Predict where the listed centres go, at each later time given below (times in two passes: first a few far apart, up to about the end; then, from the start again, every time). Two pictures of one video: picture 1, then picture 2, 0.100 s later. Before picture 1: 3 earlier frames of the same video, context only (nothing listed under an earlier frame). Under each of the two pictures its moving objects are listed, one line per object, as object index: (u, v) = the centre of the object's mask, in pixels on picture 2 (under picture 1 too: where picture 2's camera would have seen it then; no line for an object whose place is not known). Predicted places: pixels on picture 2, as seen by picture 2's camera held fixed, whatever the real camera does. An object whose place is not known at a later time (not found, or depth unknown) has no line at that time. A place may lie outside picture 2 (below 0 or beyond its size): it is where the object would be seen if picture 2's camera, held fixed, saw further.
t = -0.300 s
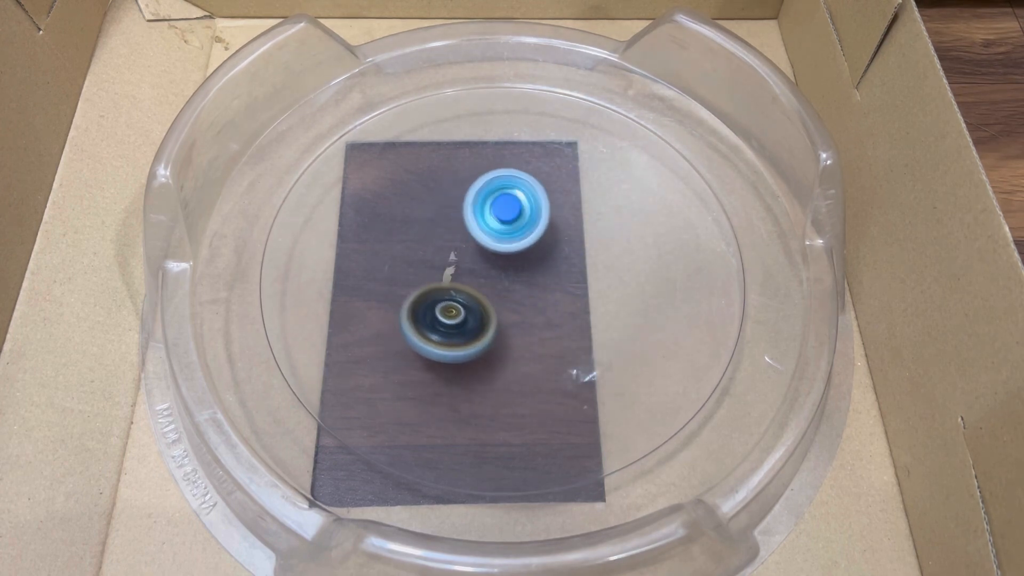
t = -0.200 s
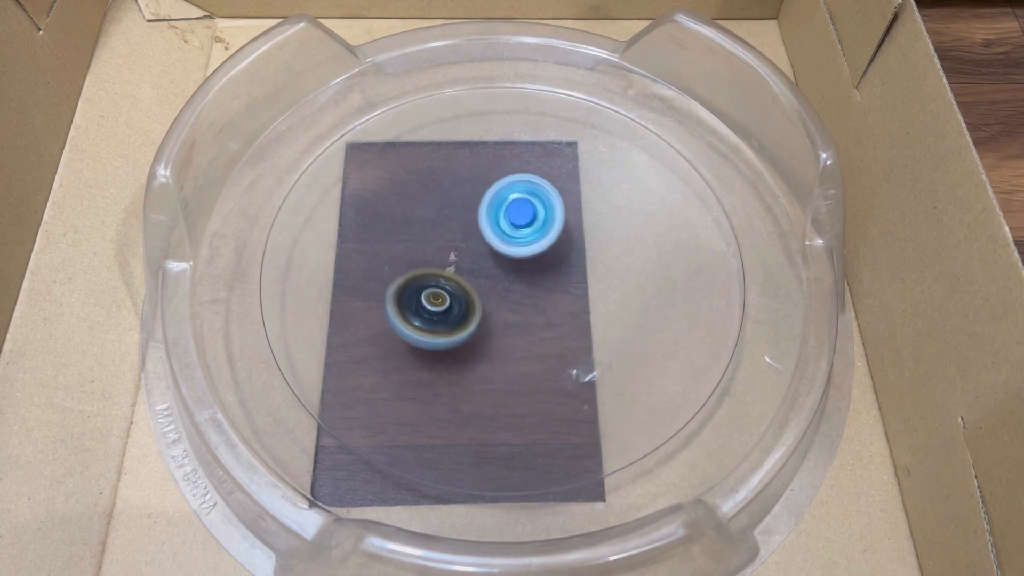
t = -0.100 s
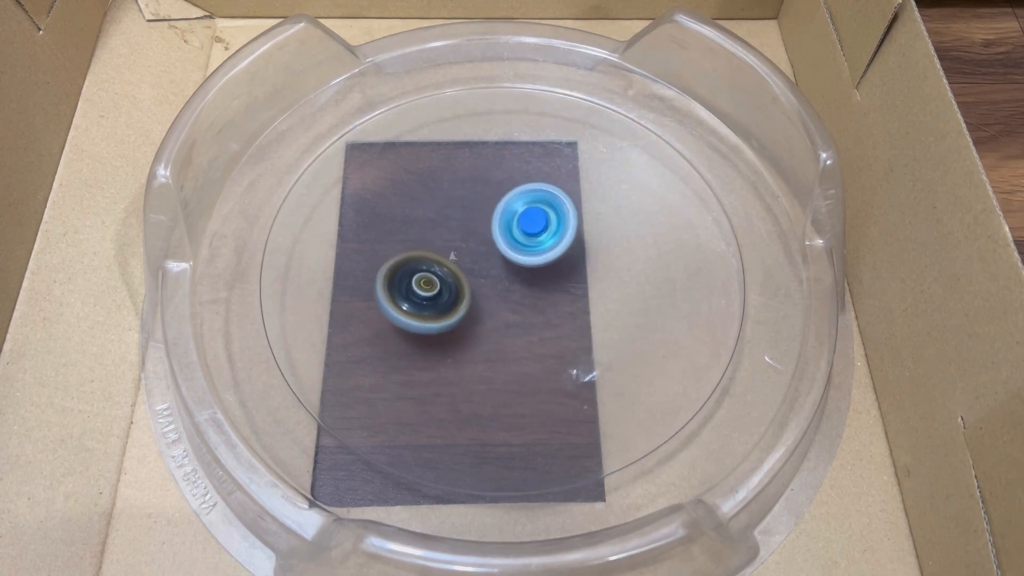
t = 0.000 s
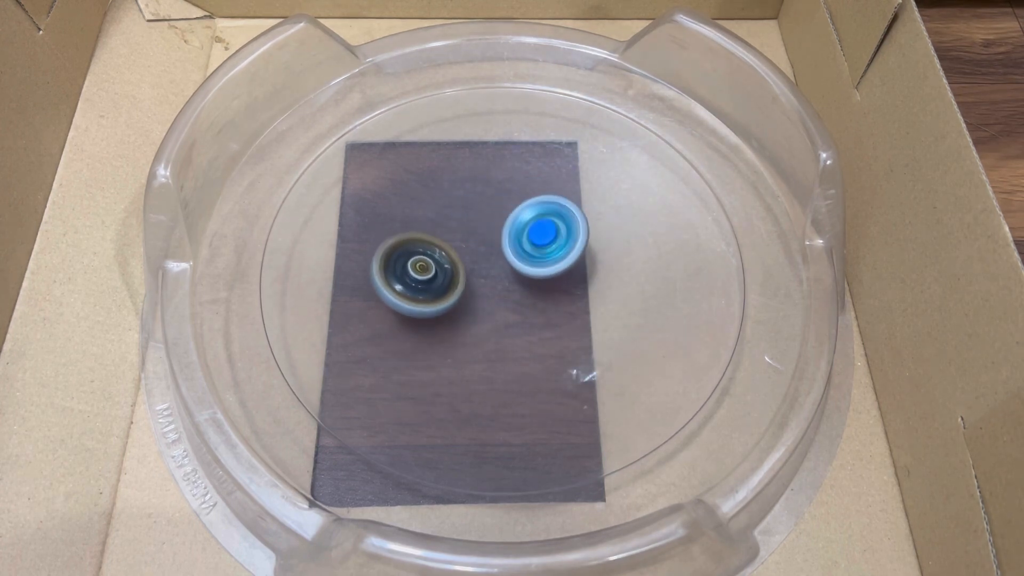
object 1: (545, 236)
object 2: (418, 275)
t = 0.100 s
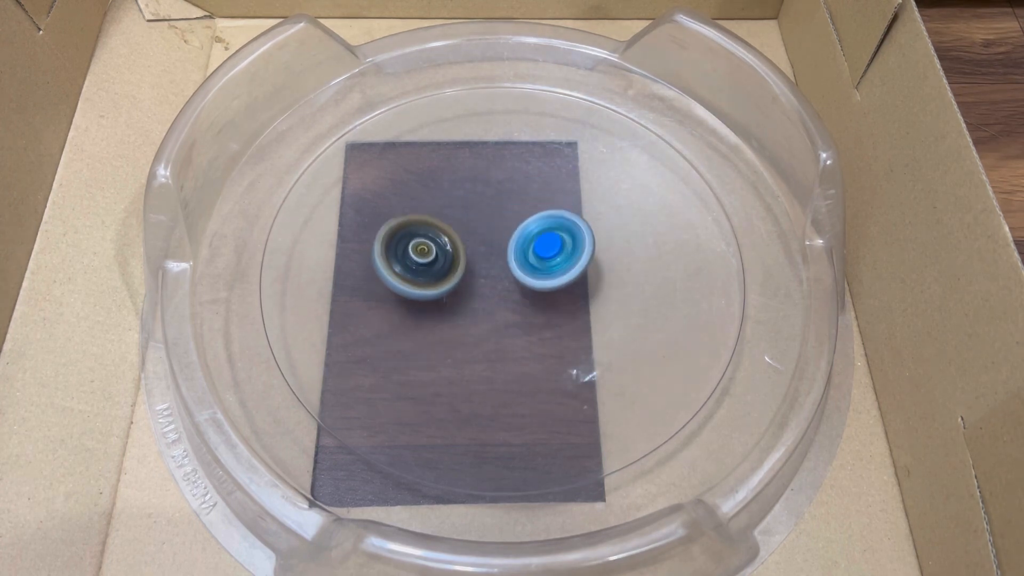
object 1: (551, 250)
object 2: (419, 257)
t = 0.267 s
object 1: (549, 273)
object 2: (433, 229)
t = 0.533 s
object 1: (521, 299)
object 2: (477, 197)
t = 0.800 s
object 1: (482, 294)
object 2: (533, 191)
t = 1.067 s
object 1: (465, 262)
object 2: (581, 211)
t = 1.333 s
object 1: (482, 232)
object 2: (604, 254)
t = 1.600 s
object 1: (520, 222)
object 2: (589, 300)
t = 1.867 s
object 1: (554, 238)
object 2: (540, 331)
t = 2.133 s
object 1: (558, 269)
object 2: (479, 329)
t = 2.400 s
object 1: (529, 292)
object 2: (434, 296)
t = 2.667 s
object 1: (513, 288)
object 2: (428, 252)
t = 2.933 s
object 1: (497, 260)
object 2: (459, 206)
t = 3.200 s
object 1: (503, 244)
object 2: (520, 184)
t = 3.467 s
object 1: (524, 237)
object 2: (578, 196)
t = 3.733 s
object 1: (538, 249)
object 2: (613, 236)
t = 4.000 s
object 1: (532, 268)
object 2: (606, 285)
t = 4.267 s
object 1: (498, 270)
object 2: (563, 323)
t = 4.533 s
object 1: (477, 260)
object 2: (498, 329)
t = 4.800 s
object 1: (479, 241)
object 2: (442, 301)
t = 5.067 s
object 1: (501, 232)
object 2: (425, 253)
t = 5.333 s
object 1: (527, 240)
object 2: (452, 212)
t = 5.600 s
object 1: (537, 261)
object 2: (507, 197)
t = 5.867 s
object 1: (525, 278)
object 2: (564, 214)
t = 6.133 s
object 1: (501, 278)
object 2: (592, 259)
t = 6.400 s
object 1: (487, 260)
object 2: (579, 305)
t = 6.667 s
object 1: (495, 241)
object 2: (528, 327)
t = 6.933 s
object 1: (517, 234)
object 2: (471, 313)
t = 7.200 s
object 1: (535, 244)
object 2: (440, 271)
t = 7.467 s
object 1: (533, 263)
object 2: (452, 227)
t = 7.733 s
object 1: (513, 273)
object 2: (497, 201)
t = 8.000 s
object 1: (491, 266)
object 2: (549, 210)
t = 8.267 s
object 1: (487, 249)
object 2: (581, 244)
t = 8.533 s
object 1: (502, 237)
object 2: (578, 291)
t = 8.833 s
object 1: (527, 242)
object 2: (526, 322)
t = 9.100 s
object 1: (533, 259)
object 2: (470, 312)
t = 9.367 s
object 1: (519, 273)
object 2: (438, 271)
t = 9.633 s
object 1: (498, 270)
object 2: (452, 221)
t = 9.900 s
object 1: (490, 254)
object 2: (507, 196)
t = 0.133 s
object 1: (551, 254)
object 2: (421, 251)
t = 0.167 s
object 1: (552, 259)
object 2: (423, 245)
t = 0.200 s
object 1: (551, 264)
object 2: (426, 239)
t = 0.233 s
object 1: (551, 268)
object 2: (429, 233)
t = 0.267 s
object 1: (549, 273)
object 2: (433, 229)
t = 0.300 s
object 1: (548, 278)
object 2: (438, 224)
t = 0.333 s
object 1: (545, 282)
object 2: (442, 219)
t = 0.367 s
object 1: (543, 286)
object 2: (447, 214)
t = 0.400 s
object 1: (539, 290)
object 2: (453, 210)
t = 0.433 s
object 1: (535, 292)
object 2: (459, 206)
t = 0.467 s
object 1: (531, 295)
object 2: (465, 203)
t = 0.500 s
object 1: (526, 297)
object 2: (471, 200)
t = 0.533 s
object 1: (521, 299)
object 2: (477, 197)
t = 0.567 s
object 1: (516, 300)
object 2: (484, 195)
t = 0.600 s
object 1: (511, 301)
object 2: (491, 193)
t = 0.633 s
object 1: (506, 301)
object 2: (499, 191)
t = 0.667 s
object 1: (500, 301)
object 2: (506, 190)
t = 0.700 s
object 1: (496, 300)
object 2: (513, 190)
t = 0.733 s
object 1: (490, 298)
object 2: (519, 190)
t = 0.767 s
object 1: (486, 296)
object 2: (526, 190)
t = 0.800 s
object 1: (482, 294)
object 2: (533, 191)
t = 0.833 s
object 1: (478, 291)
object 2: (540, 192)
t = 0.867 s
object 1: (474, 287)
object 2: (547, 194)
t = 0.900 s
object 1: (471, 284)
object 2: (553, 195)
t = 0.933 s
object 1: (469, 280)
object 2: (559, 197)
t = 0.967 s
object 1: (467, 275)
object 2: (565, 200)
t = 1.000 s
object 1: (466, 271)
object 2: (571, 203)
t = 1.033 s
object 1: (465, 267)
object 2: (576, 207)
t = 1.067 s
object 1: (465, 262)
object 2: (581, 211)
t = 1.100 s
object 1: (465, 258)
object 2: (586, 215)
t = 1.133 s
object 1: (466, 254)
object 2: (590, 220)
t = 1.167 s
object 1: (467, 249)
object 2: (594, 225)
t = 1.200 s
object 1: (469, 246)
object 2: (597, 231)
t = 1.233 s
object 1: (472, 242)
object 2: (599, 236)
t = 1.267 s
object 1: (475, 238)
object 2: (601, 242)
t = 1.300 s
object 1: (478, 235)
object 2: (603, 248)
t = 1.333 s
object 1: (482, 232)
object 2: (604, 254)
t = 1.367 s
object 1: (486, 229)
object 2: (604, 259)
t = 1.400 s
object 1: (491, 227)
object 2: (604, 265)
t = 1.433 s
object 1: (495, 225)
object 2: (603, 271)
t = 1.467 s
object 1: (500, 223)
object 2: (601, 277)
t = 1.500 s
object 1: (505, 222)
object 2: (599, 283)
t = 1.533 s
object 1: (510, 222)
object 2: (596, 289)
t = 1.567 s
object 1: (515, 222)
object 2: (593, 295)
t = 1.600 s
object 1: (520, 222)
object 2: (589, 300)
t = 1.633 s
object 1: (525, 222)
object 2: (584, 306)
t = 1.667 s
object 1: (530, 224)
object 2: (579, 311)
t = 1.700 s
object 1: (535, 225)
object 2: (574, 315)
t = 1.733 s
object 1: (539, 227)
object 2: (568, 319)
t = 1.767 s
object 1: (543, 229)
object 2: (561, 323)
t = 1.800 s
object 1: (547, 232)
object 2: (554, 326)
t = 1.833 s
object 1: (550, 235)
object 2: (547, 329)
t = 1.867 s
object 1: (554, 238)
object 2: (540, 331)
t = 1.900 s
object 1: (556, 242)
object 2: (532, 332)
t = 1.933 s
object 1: (558, 245)
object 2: (525, 333)
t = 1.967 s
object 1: (559, 249)
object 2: (517, 334)
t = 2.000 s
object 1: (560, 253)
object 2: (509, 334)
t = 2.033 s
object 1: (561, 257)
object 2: (501, 333)
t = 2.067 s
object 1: (560, 261)
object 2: (494, 332)
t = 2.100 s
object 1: (560, 265)
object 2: (486, 330)
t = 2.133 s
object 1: (558, 269)
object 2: (479, 329)
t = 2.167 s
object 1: (556, 272)
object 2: (472, 326)
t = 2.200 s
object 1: (554, 277)
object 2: (465, 323)
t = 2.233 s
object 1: (551, 281)
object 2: (459, 319)
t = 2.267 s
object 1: (548, 284)
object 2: (453, 315)
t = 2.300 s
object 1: (544, 287)
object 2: (447, 311)
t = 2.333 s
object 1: (539, 289)
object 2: (442, 306)
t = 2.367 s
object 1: (534, 290)
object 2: (438, 301)
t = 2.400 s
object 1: (529, 292)
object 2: (434, 296)
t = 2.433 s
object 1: (524, 293)
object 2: (430, 290)
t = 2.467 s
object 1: (519, 293)
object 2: (427, 285)
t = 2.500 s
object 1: (520, 292)
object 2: (425, 279)
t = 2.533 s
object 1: (522, 292)
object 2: (423, 275)
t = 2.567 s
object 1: (521, 293)
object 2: (424, 270)
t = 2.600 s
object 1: (520, 292)
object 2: (425, 264)
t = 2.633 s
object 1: (517, 290)
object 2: (426, 258)
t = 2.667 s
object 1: (513, 288)
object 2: (428, 252)
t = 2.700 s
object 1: (510, 285)
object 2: (430, 246)
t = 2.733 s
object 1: (507, 283)
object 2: (433, 240)
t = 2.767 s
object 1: (505, 279)
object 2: (436, 234)
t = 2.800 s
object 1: (502, 276)
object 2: (439, 228)
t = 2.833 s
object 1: (501, 272)
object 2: (443, 222)
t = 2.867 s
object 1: (499, 268)
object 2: (448, 217)
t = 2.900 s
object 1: (498, 264)
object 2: (453, 211)
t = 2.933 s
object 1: (497, 260)
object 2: (459, 206)
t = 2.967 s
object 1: (497, 256)
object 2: (465, 201)
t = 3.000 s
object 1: (497, 253)
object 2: (472, 197)
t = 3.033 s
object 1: (498, 252)
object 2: (480, 193)
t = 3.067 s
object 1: (497, 251)
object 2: (488, 190)
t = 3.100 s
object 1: (497, 250)
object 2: (496, 188)
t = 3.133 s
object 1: (499, 247)
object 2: (504, 186)
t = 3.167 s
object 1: (501, 245)
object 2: (512, 185)
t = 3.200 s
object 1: (503, 244)
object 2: (520, 184)
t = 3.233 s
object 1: (504, 242)
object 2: (528, 184)
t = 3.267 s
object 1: (508, 240)
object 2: (536, 184)
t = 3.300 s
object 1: (510, 239)
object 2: (543, 185)
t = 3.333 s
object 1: (513, 238)
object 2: (550, 186)
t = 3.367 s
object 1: (516, 237)
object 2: (558, 188)
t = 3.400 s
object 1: (520, 237)
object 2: (565, 190)
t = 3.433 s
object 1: (523, 237)
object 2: (571, 193)
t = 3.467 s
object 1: (524, 237)
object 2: (578, 196)
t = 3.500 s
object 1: (527, 238)
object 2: (584, 200)
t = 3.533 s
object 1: (530, 239)
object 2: (590, 204)
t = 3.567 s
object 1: (532, 240)
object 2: (595, 208)
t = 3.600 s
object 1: (535, 241)
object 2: (600, 213)
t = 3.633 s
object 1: (537, 243)
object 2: (604, 218)
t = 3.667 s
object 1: (537, 245)
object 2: (607, 224)
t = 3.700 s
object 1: (538, 247)
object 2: (610, 230)
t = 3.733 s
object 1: (538, 249)
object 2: (613, 236)
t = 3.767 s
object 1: (539, 252)
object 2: (615, 242)
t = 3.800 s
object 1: (539, 254)
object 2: (615, 248)
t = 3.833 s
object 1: (538, 256)
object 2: (616, 254)
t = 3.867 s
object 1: (538, 259)
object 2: (616, 260)
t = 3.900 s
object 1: (537, 261)
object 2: (614, 266)
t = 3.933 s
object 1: (536, 264)
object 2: (612, 272)
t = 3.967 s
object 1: (534, 266)
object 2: (610, 279)
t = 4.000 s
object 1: (532, 268)
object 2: (606, 285)
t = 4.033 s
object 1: (530, 269)
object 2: (602, 291)
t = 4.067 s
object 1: (521, 268)
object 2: (599, 297)
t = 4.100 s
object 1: (517, 268)
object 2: (594, 303)
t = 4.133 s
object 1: (514, 269)
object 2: (589, 308)
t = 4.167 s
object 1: (510, 270)
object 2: (584, 312)
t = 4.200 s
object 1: (506, 270)
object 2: (578, 316)
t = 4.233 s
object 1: (502, 270)
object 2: (571, 319)
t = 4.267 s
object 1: (498, 270)
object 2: (563, 323)
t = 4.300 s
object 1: (495, 270)
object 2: (555, 325)
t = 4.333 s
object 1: (491, 269)
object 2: (547, 328)
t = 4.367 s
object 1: (488, 268)
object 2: (539, 329)
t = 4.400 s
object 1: (485, 267)
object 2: (531, 330)
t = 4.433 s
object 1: (482, 265)
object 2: (523, 331)
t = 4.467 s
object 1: (480, 264)
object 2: (515, 330)
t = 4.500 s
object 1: (478, 262)
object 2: (506, 330)
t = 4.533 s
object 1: (477, 260)
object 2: (498, 329)
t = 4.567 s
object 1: (475, 258)
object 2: (490, 327)
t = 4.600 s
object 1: (475, 256)
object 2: (482, 324)
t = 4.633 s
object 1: (474, 253)
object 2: (474, 322)
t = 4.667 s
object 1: (475, 250)
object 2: (467, 319)
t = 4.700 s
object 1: (475, 248)
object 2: (460, 315)
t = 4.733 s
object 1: (476, 245)
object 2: (454, 311)
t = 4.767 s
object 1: (477, 243)
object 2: (447, 306)
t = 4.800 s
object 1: (479, 241)
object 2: (442, 301)
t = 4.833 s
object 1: (481, 239)
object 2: (437, 295)
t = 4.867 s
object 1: (483, 237)
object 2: (433, 289)
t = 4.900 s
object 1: (486, 235)
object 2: (430, 283)
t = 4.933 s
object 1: (488, 234)
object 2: (428, 277)
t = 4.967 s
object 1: (492, 233)
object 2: (426, 271)
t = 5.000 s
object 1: (495, 232)
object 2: (424, 265)
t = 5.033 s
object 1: (498, 232)
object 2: (424, 259)
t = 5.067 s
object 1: (501, 232)
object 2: (425, 253)
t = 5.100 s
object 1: (505, 232)
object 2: (426, 247)
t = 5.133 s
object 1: (508, 232)
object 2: (428, 241)
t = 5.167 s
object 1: (512, 233)
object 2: (431, 235)
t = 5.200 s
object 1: (515, 234)
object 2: (434, 230)
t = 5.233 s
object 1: (518, 235)
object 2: (438, 225)
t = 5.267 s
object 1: (521, 237)
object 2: (443, 221)
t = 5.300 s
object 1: (524, 238)
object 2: (447, 216)
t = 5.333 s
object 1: (527, 240)
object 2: (452, 212)
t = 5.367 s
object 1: (529, 243)
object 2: (458, 208)
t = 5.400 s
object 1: (532, 245)
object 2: (465, 205)
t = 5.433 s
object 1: (533, 247)
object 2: (471, 203)
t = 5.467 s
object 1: (535, 250)
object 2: (478, 201)
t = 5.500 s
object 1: (536, 253)
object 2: (485, 199)
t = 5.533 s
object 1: (537, 256)
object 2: (492, 197)
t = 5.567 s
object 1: (537, 258)
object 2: (499, 197)
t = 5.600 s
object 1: (537, 261)
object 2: (507, 197)
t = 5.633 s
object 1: (537, 264)
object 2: (515, 197)
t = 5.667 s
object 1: (536, 267)
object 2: (523, 198)
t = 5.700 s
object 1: (535, 269)
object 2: (530, 199)
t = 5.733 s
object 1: (534, 271)
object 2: (537, 201)
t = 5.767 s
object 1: (532, 273)
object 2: (544, 204)
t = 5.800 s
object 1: (530, 275)
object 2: (551, 207)
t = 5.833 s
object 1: (528, 277)
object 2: (558, 210)
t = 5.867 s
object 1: (525, 278)
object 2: (564, 214)
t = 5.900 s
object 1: (523, 279)
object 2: (570, 219)
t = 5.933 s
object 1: (520, 280)
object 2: (575, 224)
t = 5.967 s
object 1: (517, 281)
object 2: (579, 230)
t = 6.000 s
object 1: (514, 281)
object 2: (583, 235)
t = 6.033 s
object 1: (510, 281)
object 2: (587, 241)
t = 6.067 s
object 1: (507, 280)
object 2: (589, 247)
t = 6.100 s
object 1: (504, 279)
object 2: (591, 253)
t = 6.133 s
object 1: (501, 278)
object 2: (592, 259)
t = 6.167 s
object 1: (499, 276)
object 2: (593, 265)
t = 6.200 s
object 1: (496, 275)
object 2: (592, 271)
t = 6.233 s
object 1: (493, 273)
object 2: (592, 277)
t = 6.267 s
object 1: (491, 271)
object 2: (591, 283)
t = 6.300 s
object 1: (490, 268)
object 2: (589, 289)
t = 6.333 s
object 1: (488, 266)
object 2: (586, 295)
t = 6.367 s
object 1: (487, 263)
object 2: (583, 300)
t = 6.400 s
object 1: (487, 260)
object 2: (579, 305)
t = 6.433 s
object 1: (486, 258)
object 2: (574, 309)
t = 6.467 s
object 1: (487, 255)
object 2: (569, 314)
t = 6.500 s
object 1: (487, 252)
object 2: (563, 317)
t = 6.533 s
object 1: (488, 250)
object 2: (556, 321)
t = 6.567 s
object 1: (489, 247)
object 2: (550, 323)
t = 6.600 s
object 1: (491, 245)
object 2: (543, 325)
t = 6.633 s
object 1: (493, 243)
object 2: (536, 327)
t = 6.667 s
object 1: (495, 241)
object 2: (528, 327)
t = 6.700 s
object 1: (497, 239)
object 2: (520, 328)
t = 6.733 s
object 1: (500, 237)
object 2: (513, 327)
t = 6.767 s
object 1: (503, 236)
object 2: (506, 326)
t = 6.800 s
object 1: (505, 235)
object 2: (498, 325)
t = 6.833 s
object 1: (508, 234)
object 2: (491, 322)
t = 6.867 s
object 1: (511, 234)
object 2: (484, 320)
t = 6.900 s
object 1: (514, 233)
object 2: (478, 317)
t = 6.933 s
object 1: (517, 234)
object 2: (471, 313)
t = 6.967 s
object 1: (520, 234)
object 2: (465, 309)
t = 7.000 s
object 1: (523, 235)
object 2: (460, 304)
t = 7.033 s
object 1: (525, 236)
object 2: (455, 299)
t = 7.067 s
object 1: (528, 237)
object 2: (451, 295)
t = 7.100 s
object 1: (530, 239)
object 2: (447, 289)
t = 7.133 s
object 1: (532, 240)
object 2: (444, 283)
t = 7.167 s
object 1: (533, 242)
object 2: (442, 278)
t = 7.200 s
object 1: (535, 244)
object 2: (440, 271)
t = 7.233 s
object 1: (536, 247)
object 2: (439, 266)
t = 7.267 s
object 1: (536, 249)
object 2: (439, 259)
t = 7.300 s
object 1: (537, 251)
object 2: (440, 253)
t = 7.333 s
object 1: (537, 254)
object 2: (441, 248)
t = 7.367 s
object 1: (536, 256)
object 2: (443, 242)
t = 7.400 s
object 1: (536, 258)
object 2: (446, 236)
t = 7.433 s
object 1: (534, 261)
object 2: (449, 231)
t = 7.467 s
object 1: (533, 263)
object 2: (452, 227)
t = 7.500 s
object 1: (531, 265)
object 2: (457, 222)
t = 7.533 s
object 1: (529, 266)
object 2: (461, 217)
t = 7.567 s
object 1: (527, 268)
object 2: (466, 214)
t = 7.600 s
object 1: (524, 269)
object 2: (472, 210)
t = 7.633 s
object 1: (522, 271)
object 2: (477, 207)
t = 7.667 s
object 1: (519, 272)
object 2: (483, 204)
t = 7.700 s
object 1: (516, 273)
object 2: (489, 202)
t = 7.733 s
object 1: (513, 273)
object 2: (497, 201)
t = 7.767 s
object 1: (510, 273)
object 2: (503, 199)
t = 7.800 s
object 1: (507, 273)
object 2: (510, 199)
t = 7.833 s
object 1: (504, 272)
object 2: (517, 200)
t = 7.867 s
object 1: (501, 272)
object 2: (524, 200)
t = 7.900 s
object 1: (498, 270)
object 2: (531, 202)
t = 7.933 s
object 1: (496, 269)
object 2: (537, 204)
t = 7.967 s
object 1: (493, 268)
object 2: (543, 207)
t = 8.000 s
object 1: (491, 266)
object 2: (549, 210)
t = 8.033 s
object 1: (490, 264)
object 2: (555, 213)
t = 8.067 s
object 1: (488, 262)
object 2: (560, 217)
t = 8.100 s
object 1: (487, 259)
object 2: (565, 222)
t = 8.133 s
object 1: (487, 257)
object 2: (570, 226)
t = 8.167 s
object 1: (486, 255)
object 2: (574, 231)
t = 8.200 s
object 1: (486, 254)
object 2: (575, 234)
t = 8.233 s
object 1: (487, 251)
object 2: (578, 239)
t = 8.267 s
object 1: (487, 249)
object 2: (581, 244)
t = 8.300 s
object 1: (488, 247)
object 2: (583, 250)
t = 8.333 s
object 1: (489, 245)
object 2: (585, 256)
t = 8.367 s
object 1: (491, 243)
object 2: (585, 262)
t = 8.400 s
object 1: (493, 242)
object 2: (585, 268)
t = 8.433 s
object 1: (495, 240)
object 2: (584, 274)
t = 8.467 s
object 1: (497, 239)
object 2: (583, 281)
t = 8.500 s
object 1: (500, 238)
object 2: (581, 286)
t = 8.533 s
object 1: (502, 237)
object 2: (578, 291)
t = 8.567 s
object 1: (505, 236)
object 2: (574, 297)
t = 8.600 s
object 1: (508, 236)
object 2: (570, 302)
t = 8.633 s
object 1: (511, 236)
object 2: (565, 306)
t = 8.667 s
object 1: (514, 237)
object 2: (559, 310)
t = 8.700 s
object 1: (517, 237)
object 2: (553, 314)
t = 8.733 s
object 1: (519, 238)
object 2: (547, 317)
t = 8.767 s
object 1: (522, 239)
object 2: (541, 319)
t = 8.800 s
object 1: (524, 240)
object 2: (534, 321)
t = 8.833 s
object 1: (527, 242)
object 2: (526, 322)
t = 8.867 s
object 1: (528, 244)
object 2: (520, 323)
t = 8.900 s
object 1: (530, 246)
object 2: (512, 323)
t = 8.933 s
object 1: (532, 248)
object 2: (504, 323)
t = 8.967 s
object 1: (533, 250)
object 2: (497, 322)
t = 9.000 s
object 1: (533, 252)
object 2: (490, 320)
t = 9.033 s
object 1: (534, 254)
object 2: (483, 318)
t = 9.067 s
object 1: (534, 257)
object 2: (476, 315)
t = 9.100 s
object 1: (533, 259)
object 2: (470, 312)
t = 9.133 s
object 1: (533, 262)
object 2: (464, 308)
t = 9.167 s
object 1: (532, 264)
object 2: (459, 303)
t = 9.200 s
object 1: (530, 266)
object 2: (454, 299)
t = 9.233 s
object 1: (528, 268)
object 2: (450, 294)
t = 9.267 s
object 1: (526, 269)
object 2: (446, 288)
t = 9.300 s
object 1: (524, 271)
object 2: (443, 283)
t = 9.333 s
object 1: (522, 272)
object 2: (440, 277)
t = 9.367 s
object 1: (519, 273)
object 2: (438, 271)
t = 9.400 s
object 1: (516, 274)
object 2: (437, 264)
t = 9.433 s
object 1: (514, 274)
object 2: (437, 258)
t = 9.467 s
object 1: (511, 274)
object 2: (438, 252)
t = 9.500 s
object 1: (508, 274)
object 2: (439, 245)
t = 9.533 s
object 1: (505, 273)
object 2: (441, 239)
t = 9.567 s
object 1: (503, 273)
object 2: (444, 233)
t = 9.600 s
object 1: (501, 272)
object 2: (448, 226)
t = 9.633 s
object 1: (498, 270)
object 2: (452, 221)
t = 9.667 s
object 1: (496, 269)
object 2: (457, 216)
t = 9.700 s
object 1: (494, 267)
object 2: (463, 211)
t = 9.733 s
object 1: (493, 265)
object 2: (470, 207)
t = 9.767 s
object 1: (492, 263)
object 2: (477, 203)
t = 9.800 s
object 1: (491, 261)
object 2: (484, 200)
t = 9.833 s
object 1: (490, 259)
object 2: (492, 198)
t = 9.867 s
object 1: (490, 257)
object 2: (500, 197)
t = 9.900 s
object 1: (490, 254)
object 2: (507, 196)
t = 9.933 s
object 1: (491, 252)
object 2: (515, 196)
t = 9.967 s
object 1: (492, 250)
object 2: (523, 197)
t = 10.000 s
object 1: (493, 248)
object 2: (530, 198)
